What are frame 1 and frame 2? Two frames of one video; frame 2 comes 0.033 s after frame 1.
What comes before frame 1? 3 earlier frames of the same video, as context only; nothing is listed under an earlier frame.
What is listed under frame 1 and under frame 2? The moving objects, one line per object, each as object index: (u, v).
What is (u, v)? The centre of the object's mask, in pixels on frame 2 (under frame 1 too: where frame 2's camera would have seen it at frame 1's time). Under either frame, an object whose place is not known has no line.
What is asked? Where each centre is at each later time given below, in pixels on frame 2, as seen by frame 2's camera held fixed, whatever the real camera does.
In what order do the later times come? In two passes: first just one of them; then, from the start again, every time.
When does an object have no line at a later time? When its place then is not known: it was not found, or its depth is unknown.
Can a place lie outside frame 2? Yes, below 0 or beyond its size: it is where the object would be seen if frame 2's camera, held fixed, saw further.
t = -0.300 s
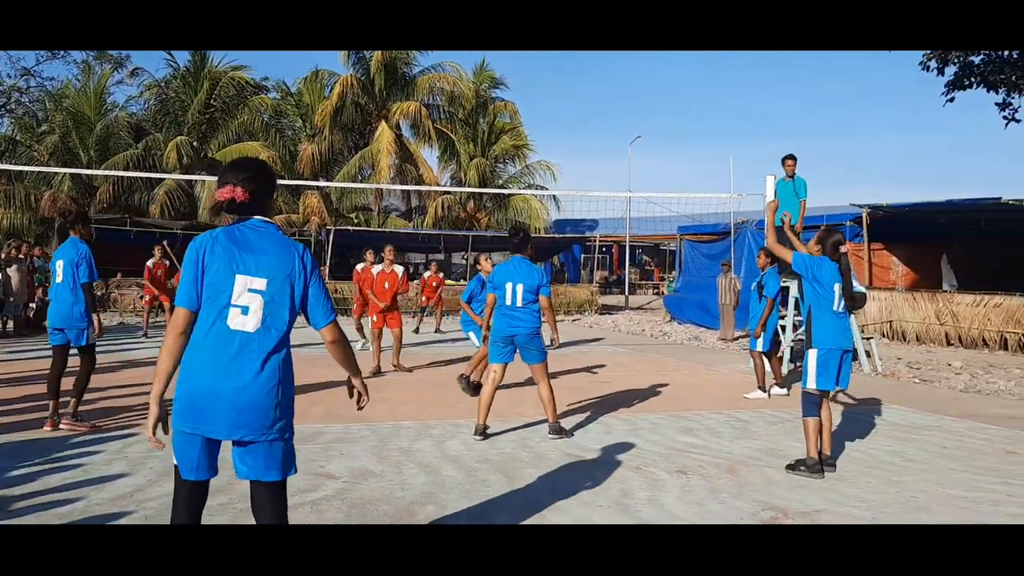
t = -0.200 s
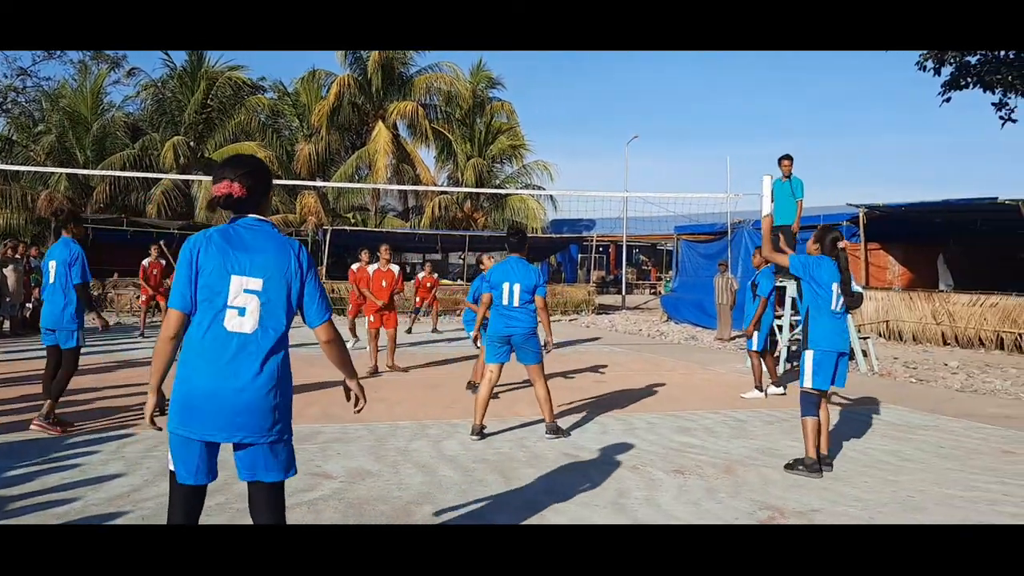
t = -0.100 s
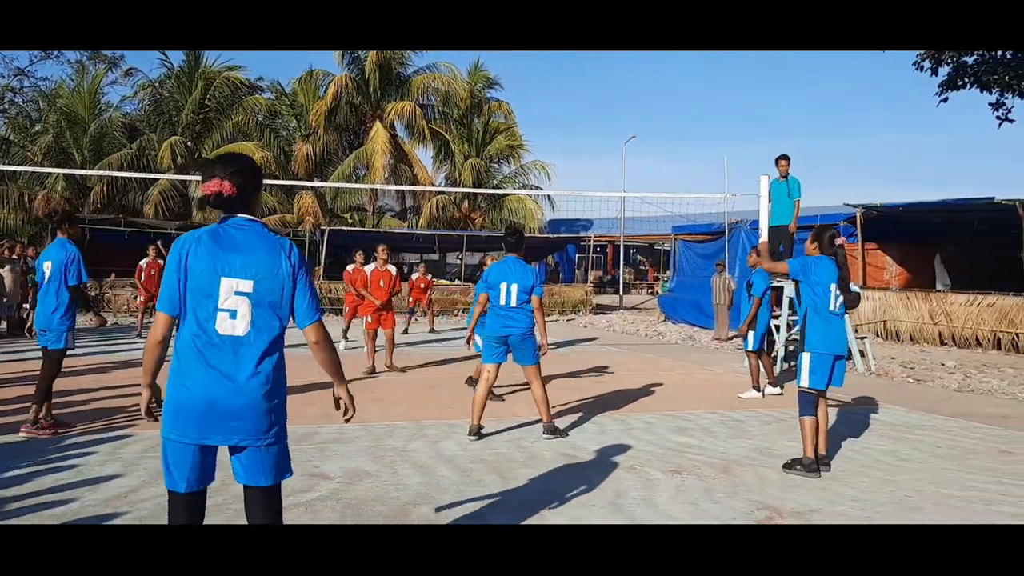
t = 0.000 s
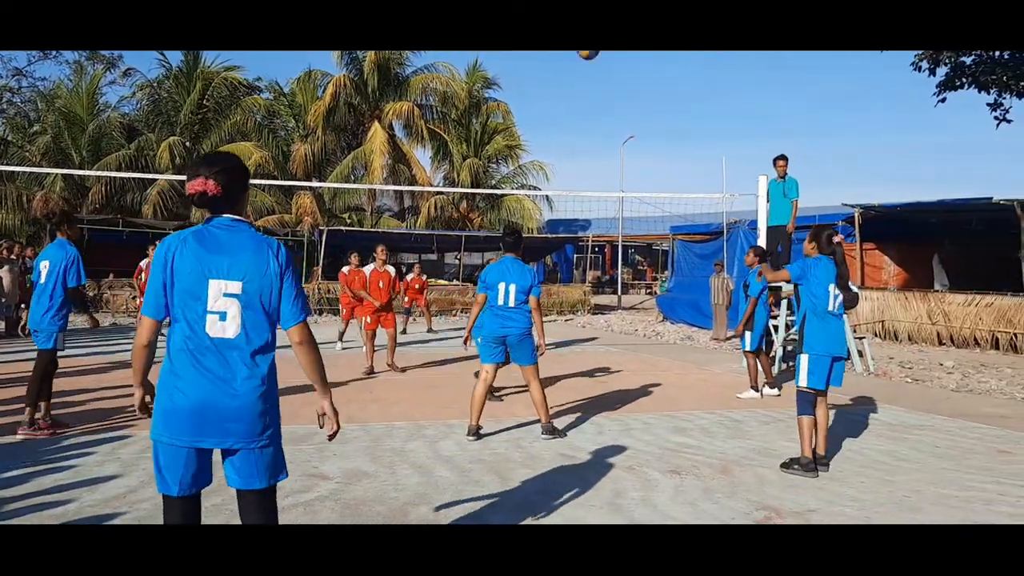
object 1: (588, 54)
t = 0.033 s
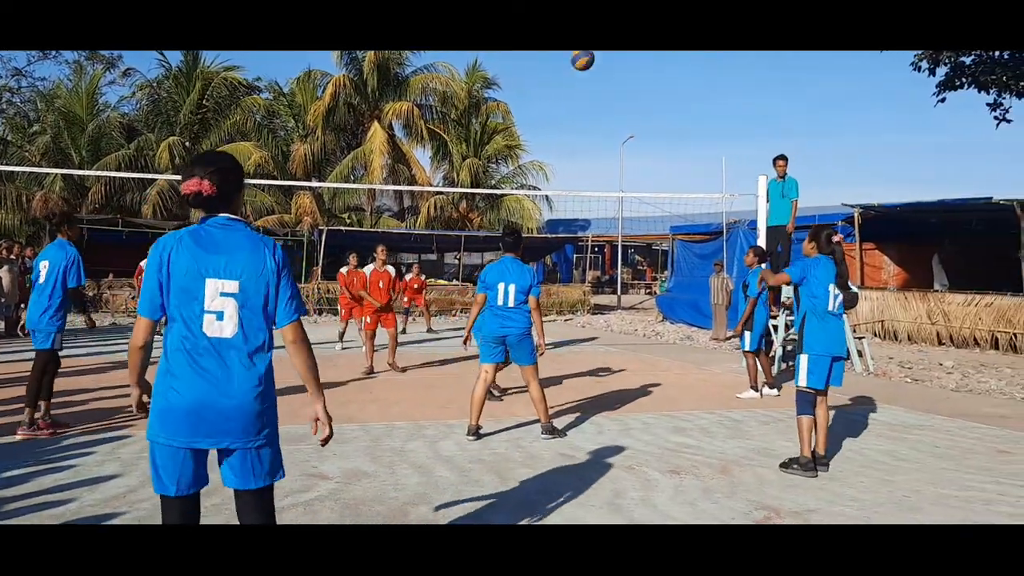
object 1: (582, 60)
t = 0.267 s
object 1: (548, 162)
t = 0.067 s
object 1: (577, 71)
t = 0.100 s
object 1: (572, 84)
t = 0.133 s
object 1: (567, 98)
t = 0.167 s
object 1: (562, 113)
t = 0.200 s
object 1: (557, 128)
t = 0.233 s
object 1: (553, 145)
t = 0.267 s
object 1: (548, 162)
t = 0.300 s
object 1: (544, 180)
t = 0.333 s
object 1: (540, 199)
